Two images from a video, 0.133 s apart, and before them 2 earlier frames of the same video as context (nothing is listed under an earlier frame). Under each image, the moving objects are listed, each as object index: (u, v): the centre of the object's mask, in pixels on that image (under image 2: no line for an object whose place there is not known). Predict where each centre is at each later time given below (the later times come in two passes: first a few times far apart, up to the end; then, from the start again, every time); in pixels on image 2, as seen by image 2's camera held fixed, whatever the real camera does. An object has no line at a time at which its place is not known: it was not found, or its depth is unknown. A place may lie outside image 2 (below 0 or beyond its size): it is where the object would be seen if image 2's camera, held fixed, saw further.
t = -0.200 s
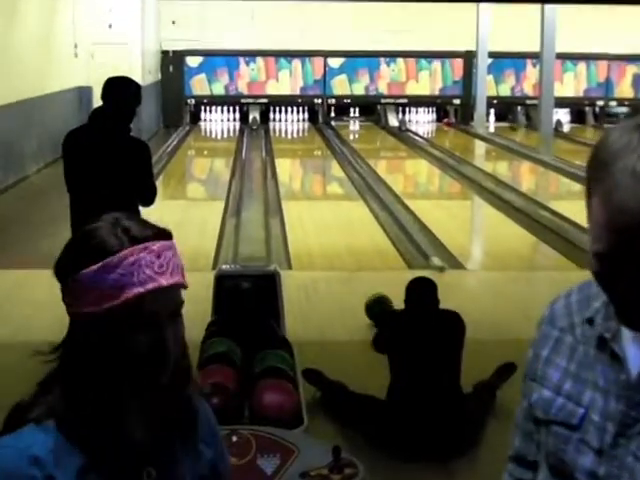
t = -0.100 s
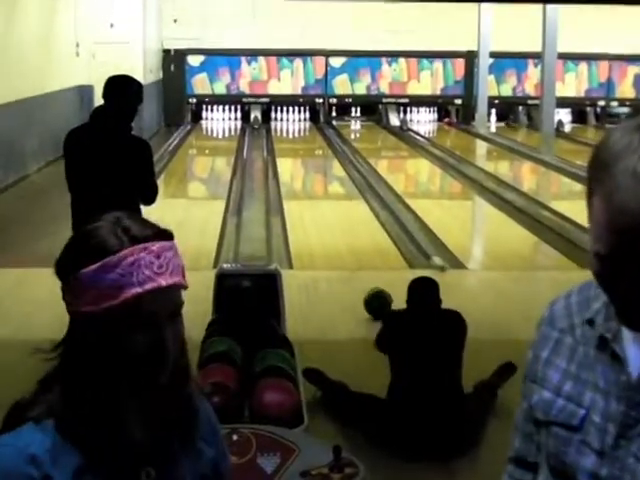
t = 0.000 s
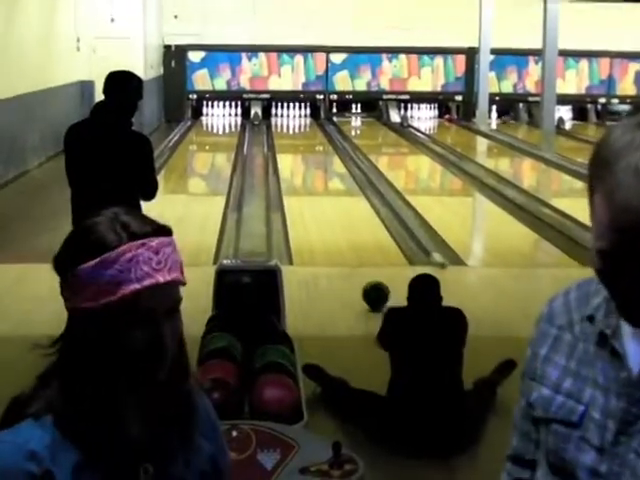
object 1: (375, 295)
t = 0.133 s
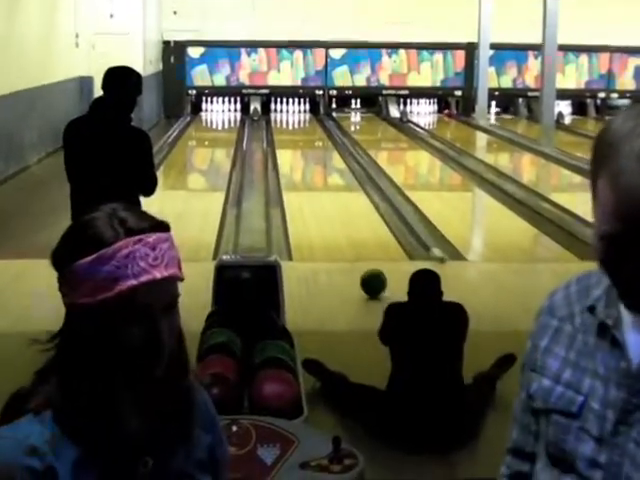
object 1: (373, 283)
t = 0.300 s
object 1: (370, 276)
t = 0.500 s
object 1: (366, 268)
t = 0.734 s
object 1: (362, 258)
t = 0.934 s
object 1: (359, 251)
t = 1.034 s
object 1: (357, 248)
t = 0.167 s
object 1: (372, 282)
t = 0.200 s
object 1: (371, 281)
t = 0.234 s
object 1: (371, 279)
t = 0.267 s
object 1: (370, 278)
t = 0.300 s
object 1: (370, 276)
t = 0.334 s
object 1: (369, 275)
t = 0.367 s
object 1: (369, 273)
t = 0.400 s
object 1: (368, 272)
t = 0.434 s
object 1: (368, 271)
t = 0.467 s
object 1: (367, 269)
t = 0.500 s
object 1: (366, 268)
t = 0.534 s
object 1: (366, 267)
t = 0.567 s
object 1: (365, 266)
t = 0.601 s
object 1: (365, 264)
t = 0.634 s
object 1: (364, 263)
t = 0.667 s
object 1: (363, 261)
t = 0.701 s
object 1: (363, 260)
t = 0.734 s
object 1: (362, 258)
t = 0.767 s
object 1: (362, 258)
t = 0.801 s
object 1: (361, 256)
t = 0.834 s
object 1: (360, 255)
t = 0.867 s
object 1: (360, 254)
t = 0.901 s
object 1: (359, 253)
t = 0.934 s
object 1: (359, 251)
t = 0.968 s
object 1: (358, 250)
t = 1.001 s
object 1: (358, 249)
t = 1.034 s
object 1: (357, 248)
